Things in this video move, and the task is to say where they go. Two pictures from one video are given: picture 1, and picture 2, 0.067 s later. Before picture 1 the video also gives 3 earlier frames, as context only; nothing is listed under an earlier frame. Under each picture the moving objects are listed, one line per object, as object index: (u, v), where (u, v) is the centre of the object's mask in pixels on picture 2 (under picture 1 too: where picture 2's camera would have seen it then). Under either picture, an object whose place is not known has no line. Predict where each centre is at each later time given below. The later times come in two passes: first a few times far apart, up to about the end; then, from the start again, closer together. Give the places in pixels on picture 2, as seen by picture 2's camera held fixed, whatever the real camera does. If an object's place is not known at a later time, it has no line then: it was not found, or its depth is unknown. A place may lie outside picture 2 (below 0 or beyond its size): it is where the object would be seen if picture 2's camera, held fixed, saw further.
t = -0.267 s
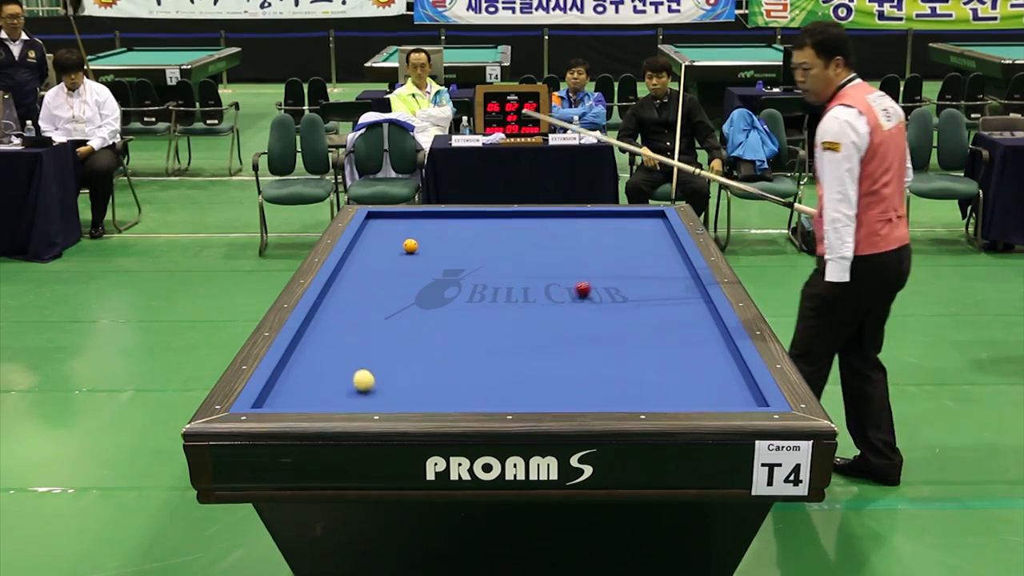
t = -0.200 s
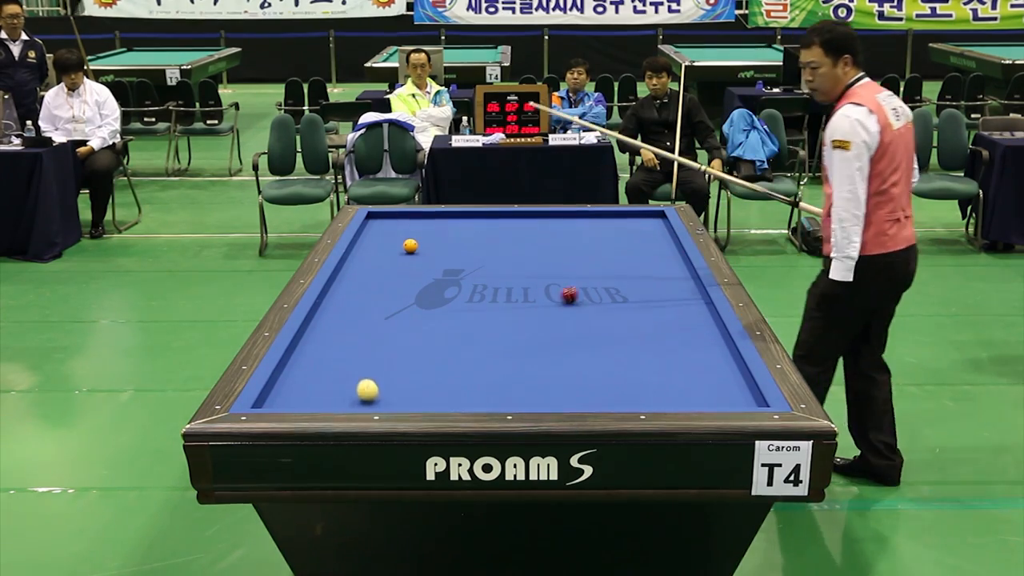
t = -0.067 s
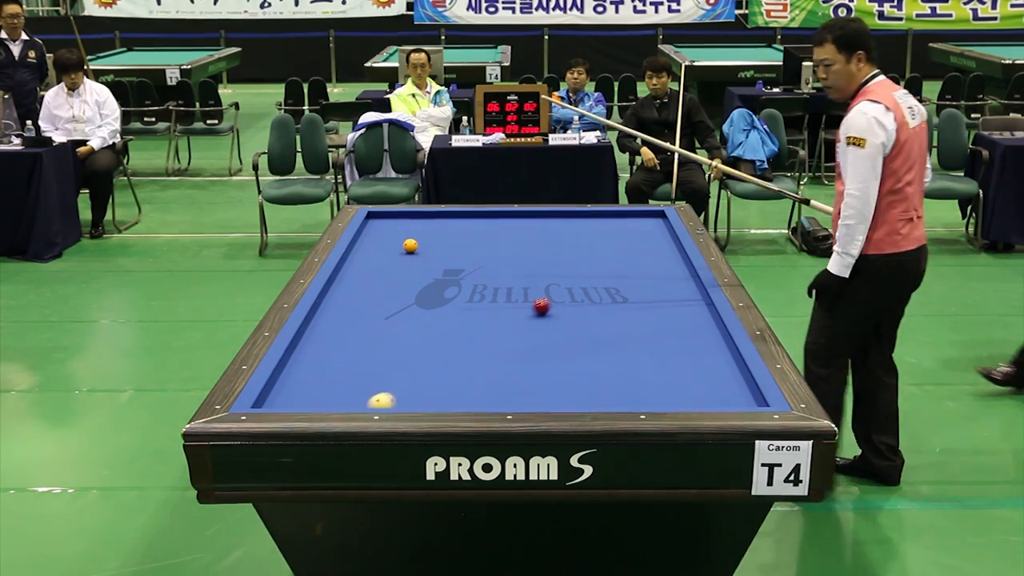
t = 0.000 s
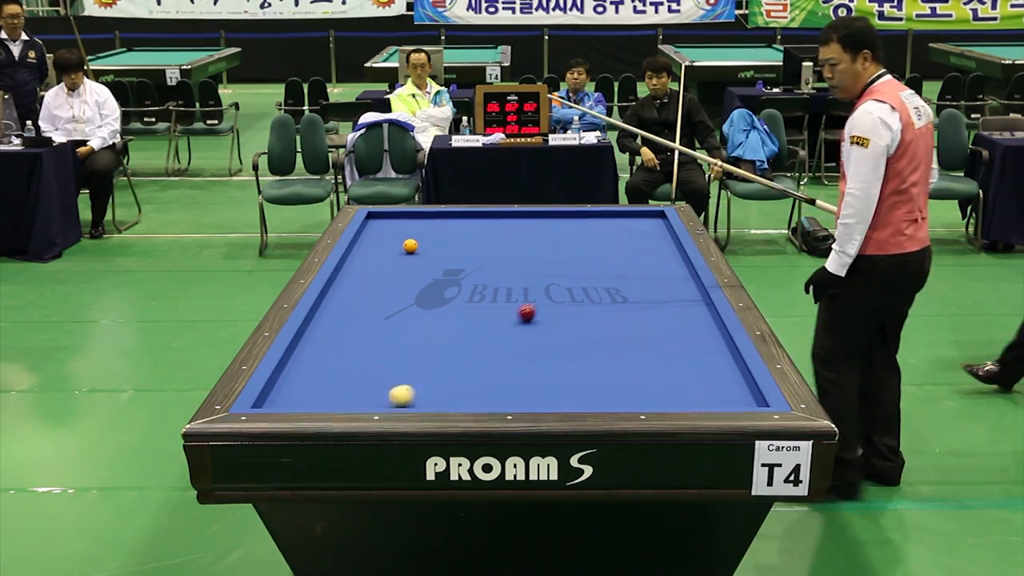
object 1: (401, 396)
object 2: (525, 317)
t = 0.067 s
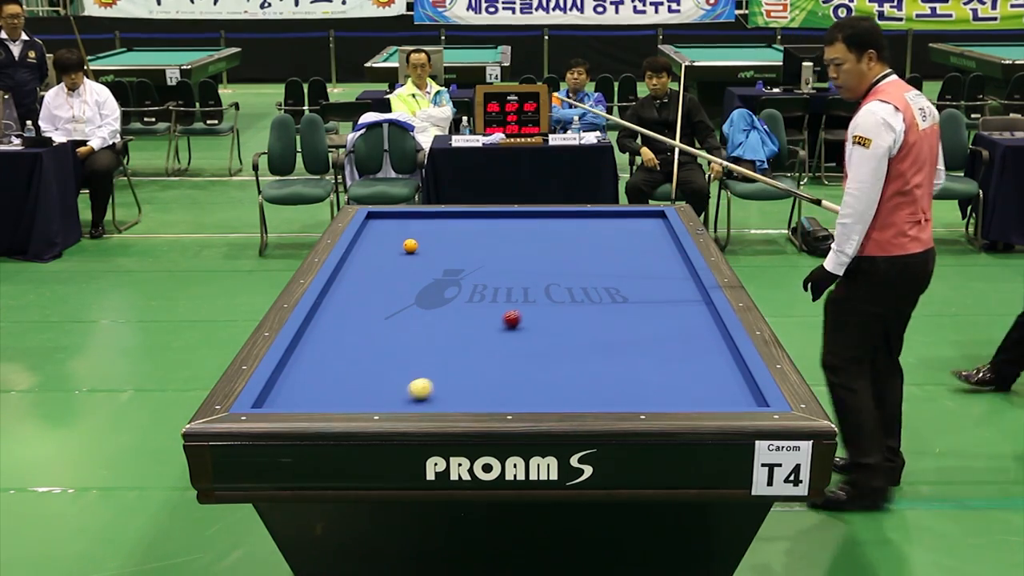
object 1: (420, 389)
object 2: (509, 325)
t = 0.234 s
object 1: (462, 376)
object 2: (471, 341)
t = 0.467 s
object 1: (514, 361)
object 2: (410, 366)
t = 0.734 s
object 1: (569, 346)
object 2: (331, 399)
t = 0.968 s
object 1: (613, 334)
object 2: (273, 394)
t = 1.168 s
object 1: (649, 324)
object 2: (323, 377)
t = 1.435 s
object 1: (693, 312)
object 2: (376, 359)
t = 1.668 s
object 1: (687, 301)
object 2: (417, 345)
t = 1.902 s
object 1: (663, 289)
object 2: (456, 332)
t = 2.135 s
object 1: (641, 279)
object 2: (491, 320)
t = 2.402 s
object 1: (618, 268)
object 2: (529, 307)
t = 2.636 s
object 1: (599, 259)
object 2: (559, 297)
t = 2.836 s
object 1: (584, 252)
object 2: (583, 289)
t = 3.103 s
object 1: (565, 243)
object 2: (613, 279)
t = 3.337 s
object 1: (550, 236)
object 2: (637, 270)
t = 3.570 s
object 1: (535, 229)
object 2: (660, 262)
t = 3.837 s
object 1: (520, 223)
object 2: (675, 254)
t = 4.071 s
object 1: (507, 217)
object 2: (660, 249)
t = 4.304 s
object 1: (492, 215)
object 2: (647, 245)
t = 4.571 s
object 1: (469, 218)
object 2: (633, 240)
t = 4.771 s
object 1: (452, 221)
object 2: (624, 236)
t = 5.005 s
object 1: (433, 224)
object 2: (613, 232)
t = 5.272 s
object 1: (410, 227)
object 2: (601, 228)
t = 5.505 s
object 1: (390, 230)
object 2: (591, 225)
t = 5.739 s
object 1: (371, 233)
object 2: (581, 221)
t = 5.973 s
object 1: (366, 236)
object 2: (573, 218)
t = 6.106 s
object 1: (371, 238)
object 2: (568, 216)
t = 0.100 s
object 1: (429, 386)
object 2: (502, 327)
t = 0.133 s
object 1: (437, 383)
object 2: (495, 330)
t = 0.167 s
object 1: (446, 380)
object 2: (487, 334)
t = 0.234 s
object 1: (462, 376)
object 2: (471, 341)
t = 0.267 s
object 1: (470, 374)
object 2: (462, 344)
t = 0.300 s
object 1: (477, 372)
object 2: (454, 348)
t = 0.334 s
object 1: (485, 369)
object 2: (445, 351)
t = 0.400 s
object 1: (500, 365)
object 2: (428, 359)
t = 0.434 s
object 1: (507, 363)
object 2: (419, 362)
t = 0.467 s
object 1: (514, 361)
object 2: (410, 366)
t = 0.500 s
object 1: (521, 359)
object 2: (401, 370)
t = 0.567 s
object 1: (535, 356)
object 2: (381, 379)
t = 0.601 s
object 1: (542, 354)
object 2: (372, 383)
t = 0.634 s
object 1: (549, 352)
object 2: (361, 387)
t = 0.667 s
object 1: (556, 350)
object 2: (351, 391)
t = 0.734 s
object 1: (569, 346)
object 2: (331, 399)
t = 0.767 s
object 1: (576, 344)
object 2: (320, 402)
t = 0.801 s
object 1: (582, 343)
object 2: (309, 404)
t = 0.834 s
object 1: (588, 341)
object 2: (298, 405)
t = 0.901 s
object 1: (601, 337)
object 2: (281, 401)
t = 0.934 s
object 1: (607, 336)
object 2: (273, 396)
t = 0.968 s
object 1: (613, 334)
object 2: (273, 394)
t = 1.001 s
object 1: (619, 332)
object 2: (283, 393)
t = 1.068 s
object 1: (632, 329)
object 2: (301, 387)
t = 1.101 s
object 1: (637, 327)
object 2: (309, 384)
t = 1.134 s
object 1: (643, 326)
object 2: (316, 382)
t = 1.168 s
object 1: (649, 324)
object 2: (323, 377)
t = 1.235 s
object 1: (660, 321)
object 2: (337, 372)
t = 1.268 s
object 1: (666, 320)
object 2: (344, 370)
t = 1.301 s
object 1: (671, 318)
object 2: (350, 370)
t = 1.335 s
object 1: (677, 317)
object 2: (357, 368)
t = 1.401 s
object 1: (687, 314)
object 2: (369, 363)
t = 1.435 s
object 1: (693, 312)
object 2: (376, 359)
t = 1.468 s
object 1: (698, 311)
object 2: (382, 357)
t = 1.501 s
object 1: (703, 310)
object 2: (388, 355)
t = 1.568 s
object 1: (700, 306)
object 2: (400, 351)
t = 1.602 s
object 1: (695, 304)
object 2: (406, 349)
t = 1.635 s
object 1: (691, 302)
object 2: (412, 347)
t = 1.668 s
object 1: (687, 301)
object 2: (417, 345)
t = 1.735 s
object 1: (680, 297)
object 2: (429, 341)
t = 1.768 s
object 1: (676, 296)
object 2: (434, 339)
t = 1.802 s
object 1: (673, 294)
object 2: (440, 337)
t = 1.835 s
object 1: (669, 292)
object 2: (445, 335)
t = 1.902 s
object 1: (663, 289)
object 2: (456, 332)
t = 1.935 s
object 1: (660, 288)
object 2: (461, 330)
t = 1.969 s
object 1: (656, 286)
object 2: (466, 328)
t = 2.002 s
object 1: (653, 285)
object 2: (471, 327)
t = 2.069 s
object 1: (647, 282)
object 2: (481, 323)
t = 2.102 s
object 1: (644, 280)
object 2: (486, 322)
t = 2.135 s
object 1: (641, 279)
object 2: (491, 320)
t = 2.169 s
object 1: (638, 277)
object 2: (496, 319)
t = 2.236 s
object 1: (632, 274)
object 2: (505, 315)
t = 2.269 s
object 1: (629, 273)
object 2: (510, 314)
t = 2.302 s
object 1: (626, 272)
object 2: (515, 312)
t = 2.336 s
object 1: (623, 271)
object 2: (519, 311)
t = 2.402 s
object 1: (618, 268)
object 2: (529, 307)
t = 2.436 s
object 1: (615, 267)
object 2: (533, 305)
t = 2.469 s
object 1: (612, 265)
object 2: (537, 304)
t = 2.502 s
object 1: (609, 264)
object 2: (542, 303)
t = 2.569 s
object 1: (604, 262)
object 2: (550, 300)
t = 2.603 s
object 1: (602, 260)
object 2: (555, 298)
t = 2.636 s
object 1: (599, 259)
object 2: (559, 297)
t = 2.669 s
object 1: (596, 258)
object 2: (562, 296)
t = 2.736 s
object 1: (591, 256)
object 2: (571, 293)
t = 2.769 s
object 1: (589, 255)
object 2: (575, 292)
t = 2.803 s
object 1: (586, 253)
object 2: (579, 290)
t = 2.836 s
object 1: (584, 252)
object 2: (583, 289)
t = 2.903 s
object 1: (579, 250)
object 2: (591, 286)
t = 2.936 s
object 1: (577, 249)
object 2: (594, 285)
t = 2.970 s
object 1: (574, 248)
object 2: (598, 284)
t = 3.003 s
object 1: (572, 246)
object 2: (602, 282)
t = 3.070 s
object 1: (567, 244)
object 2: (609, 280)
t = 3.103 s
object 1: (565, 243)
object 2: (613, 279)
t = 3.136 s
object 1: (563, 242)
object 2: (617, 277)
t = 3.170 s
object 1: (560, 241)
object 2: (620, 276)
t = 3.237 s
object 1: (556, 239)
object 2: (627, 274)
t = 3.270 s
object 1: (554, 238)
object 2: (630, 272)
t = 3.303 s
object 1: (552, 237)
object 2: (634, 271)
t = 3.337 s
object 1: (550, 236)
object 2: (637, 270)
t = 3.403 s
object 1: (546, 234)
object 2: (644, 268)
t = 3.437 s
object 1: (543, 233)
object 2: (647, 267)
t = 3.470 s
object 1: (542, 232)
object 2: (651, 265)
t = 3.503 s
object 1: (540, 231)
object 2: (654, 265)
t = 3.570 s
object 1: (535, 229)
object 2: (660, 262)
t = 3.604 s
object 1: (533, 229)
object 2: (663, 261)
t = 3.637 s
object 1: (531, 228)
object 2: (667, 260)
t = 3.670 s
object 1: (529, 227)
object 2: (670, 259)
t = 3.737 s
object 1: (526, 225)
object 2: (676, 257)
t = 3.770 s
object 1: (524, 224)
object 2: (679, 256)
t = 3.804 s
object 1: (522, 223)
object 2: (678, 255)
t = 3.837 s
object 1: (520, 223)
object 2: (675, 254)
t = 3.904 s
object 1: (516, 221)
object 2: (670, 253)
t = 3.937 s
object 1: (514, 220)
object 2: (668, 252)
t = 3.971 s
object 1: (513, 219)
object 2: (666, 252)
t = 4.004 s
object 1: (511, 218)
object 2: (664, 251)
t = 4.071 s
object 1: (507, 217)
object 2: (660, 249)
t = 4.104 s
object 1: (506, 216)
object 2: (659, 249)
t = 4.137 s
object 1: (504, 215)
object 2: (656, 248)
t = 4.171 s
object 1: (502, 214)
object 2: (655, 247)
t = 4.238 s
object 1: (498, 213)
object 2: (651, 246)
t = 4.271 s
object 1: (495, 214)
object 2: (649, 245)
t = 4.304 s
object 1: (492, 215)
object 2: (647, 245)
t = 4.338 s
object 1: (489, 215)
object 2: (646, 244)
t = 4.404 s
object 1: (484, 216)
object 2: (642, 243)
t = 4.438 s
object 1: (481, 216)
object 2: (640, 242)
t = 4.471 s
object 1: (478, 217)
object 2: (639, 242)
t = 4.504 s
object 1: (475, 217)
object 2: (637, 241)
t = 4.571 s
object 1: (469, 218)
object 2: (633, 240)
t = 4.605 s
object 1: (467, 219)
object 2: (632, 239)
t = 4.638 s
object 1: (464, 219)
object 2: (630, 239)
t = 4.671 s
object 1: (461, 219)
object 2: (629, 238)
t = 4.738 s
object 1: (455, 220)
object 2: (625, 237)
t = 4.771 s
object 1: (452, 221)
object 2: (624, 236)
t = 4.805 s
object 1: (450, 221)
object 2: (622, 236)
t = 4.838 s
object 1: (447, 222)
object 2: (620, 236)
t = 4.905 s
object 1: (441, 223)
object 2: (617, 234)
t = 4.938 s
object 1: (438, 223)
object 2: (616, 233)
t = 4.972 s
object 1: (436, 223)
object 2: (614, 233)
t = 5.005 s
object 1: (433, 224)
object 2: (613, 232)
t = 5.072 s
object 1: (427, 225)
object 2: (609, 231)
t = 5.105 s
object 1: (424, 225)
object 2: (608, 231)
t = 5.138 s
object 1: (421, 225)
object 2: (607, 230)
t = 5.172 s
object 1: (419, 226)
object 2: (605, 229)
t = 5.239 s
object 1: (413, 227)
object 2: (602, 228)
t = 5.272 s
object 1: (410, 227)
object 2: (601, 228)
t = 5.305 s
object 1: (407, 227)
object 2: (599, 228)
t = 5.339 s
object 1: (404, 227)
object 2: (598, 227)
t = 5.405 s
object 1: (399, 228)
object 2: (595, 226)
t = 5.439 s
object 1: (396, 229)
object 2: (593, 226)
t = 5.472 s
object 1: (393, 230)
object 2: (592, 225)
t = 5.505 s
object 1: (390, 230)
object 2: (591, 225)
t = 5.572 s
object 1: (385, 231)
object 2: (588, 224)
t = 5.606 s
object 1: (382, 231)
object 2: (587, 223)
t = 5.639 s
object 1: (379, 232)
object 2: (586, 222)
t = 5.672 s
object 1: (377, 232)
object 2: (584, 222)
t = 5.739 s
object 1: (371, 233)
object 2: (581, 221)
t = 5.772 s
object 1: (368, 233)
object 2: (580, 221)
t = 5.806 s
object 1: (365, 234)
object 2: (579, 220)
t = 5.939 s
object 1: (365, 235)
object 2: (574, 218)
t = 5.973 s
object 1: (366, 236)
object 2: (573, 218)
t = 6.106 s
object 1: (371, 238)
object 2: (568, 216)
